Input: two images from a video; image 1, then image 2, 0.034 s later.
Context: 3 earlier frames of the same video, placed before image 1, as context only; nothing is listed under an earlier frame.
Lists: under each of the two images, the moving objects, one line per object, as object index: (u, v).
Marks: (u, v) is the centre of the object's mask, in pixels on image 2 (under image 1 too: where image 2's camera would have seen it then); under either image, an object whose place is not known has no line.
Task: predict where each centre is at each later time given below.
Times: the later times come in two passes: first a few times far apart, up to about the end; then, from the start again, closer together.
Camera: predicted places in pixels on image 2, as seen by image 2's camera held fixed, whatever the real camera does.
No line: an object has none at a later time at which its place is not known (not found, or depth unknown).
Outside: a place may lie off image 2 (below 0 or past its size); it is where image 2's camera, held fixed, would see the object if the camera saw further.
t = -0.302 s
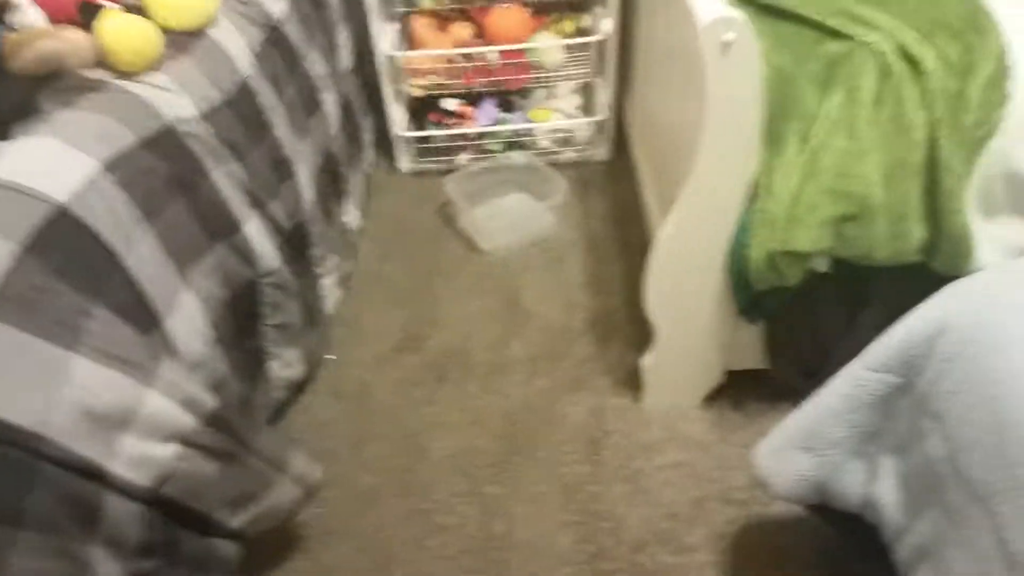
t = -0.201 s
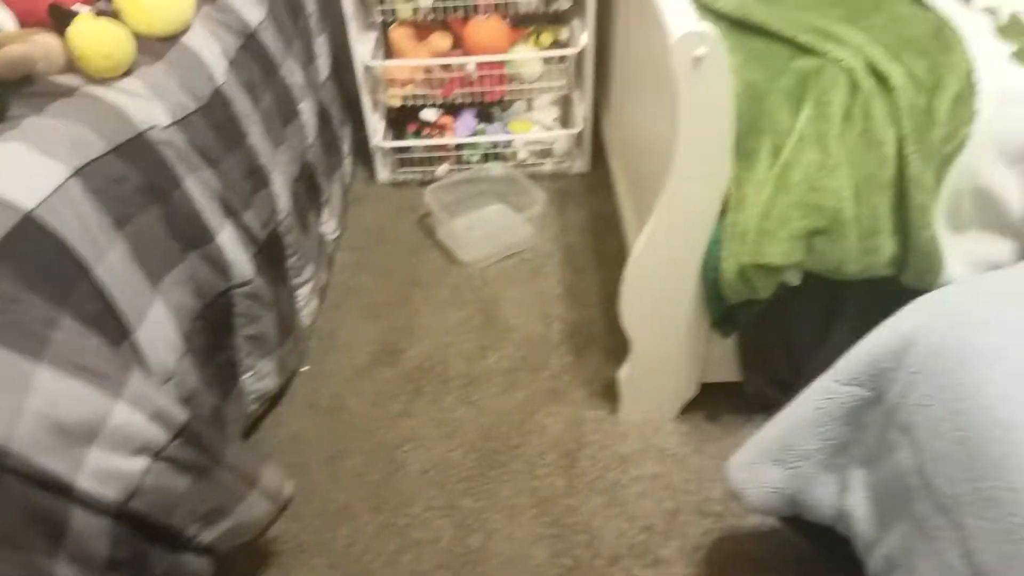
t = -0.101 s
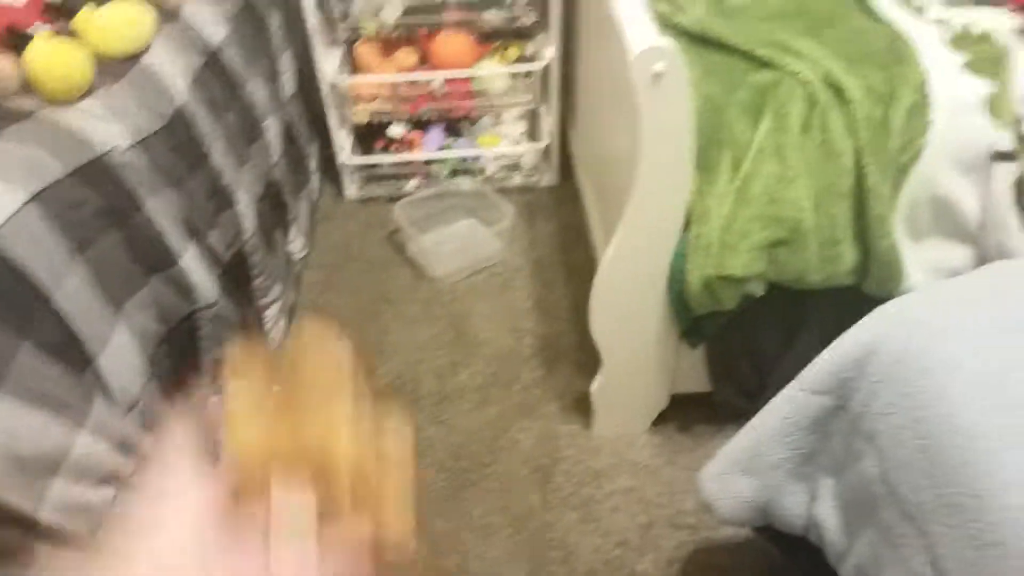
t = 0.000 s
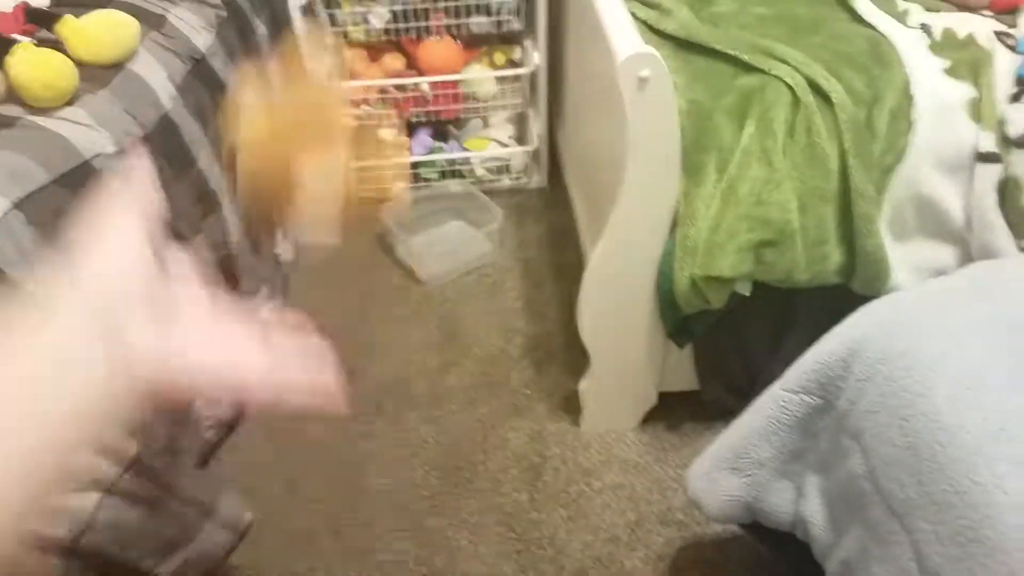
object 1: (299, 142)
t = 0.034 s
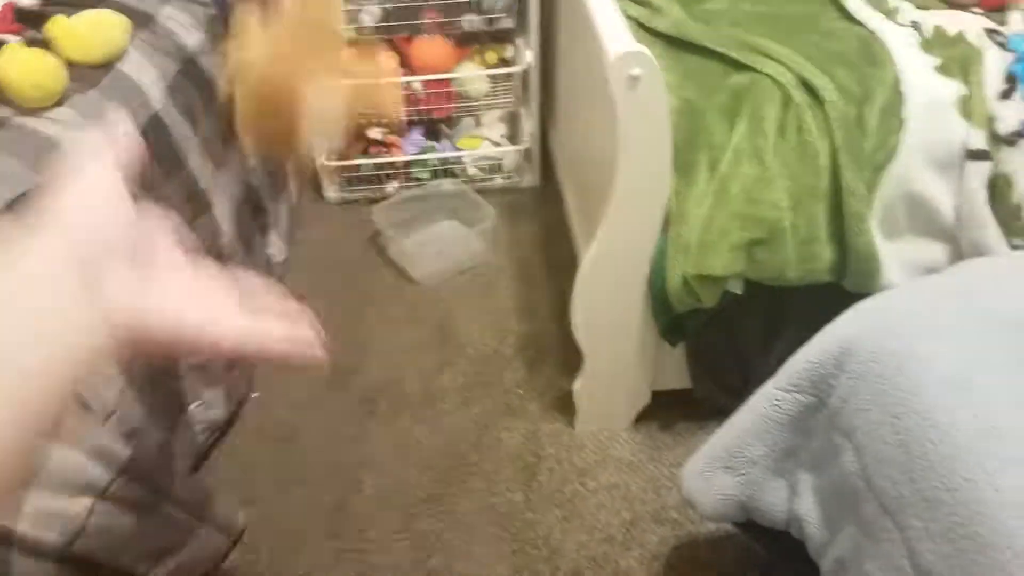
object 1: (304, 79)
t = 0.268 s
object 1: (368, 15)
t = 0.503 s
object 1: (429, 213)
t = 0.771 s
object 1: (435, 207)
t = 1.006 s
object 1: (442, 213)
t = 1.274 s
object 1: (439, 210)
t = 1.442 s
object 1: (440, 210)
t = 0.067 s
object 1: (312, 48)
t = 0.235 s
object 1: (358, 5)
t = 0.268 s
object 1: (368, 15)
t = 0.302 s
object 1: (388, 33)
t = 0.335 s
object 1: (393, 56)
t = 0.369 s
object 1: (409, 88)
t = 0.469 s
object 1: (423, 190)
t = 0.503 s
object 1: (429, 213)
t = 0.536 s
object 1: (434, 220)
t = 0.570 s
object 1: (434, 214)
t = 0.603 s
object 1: (437, 209)
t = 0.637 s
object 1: (436, 205)
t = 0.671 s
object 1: (435, 204)
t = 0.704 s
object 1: (434, 204)
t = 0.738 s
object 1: (434, 206)
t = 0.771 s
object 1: (435, 207)
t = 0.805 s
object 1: (436, 208)
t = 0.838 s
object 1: (436, 210)
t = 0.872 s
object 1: (439, 211)
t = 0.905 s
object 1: (440, 212)
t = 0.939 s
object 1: (441, 212)
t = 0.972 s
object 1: (442, 213)
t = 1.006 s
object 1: (442, 213)
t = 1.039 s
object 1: (442, 213)
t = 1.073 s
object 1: (443, 212)
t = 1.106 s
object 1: (443, 212)
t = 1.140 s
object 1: (442, 211)
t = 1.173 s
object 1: (441, 211)
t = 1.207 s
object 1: (440, 211)
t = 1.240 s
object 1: (441, 210)
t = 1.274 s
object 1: (439, 210)
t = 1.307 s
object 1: (439, 210)
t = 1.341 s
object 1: (439, 210)
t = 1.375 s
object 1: (439, 210)
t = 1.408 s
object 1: (439, 209)
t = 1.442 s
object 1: (440, 210)
